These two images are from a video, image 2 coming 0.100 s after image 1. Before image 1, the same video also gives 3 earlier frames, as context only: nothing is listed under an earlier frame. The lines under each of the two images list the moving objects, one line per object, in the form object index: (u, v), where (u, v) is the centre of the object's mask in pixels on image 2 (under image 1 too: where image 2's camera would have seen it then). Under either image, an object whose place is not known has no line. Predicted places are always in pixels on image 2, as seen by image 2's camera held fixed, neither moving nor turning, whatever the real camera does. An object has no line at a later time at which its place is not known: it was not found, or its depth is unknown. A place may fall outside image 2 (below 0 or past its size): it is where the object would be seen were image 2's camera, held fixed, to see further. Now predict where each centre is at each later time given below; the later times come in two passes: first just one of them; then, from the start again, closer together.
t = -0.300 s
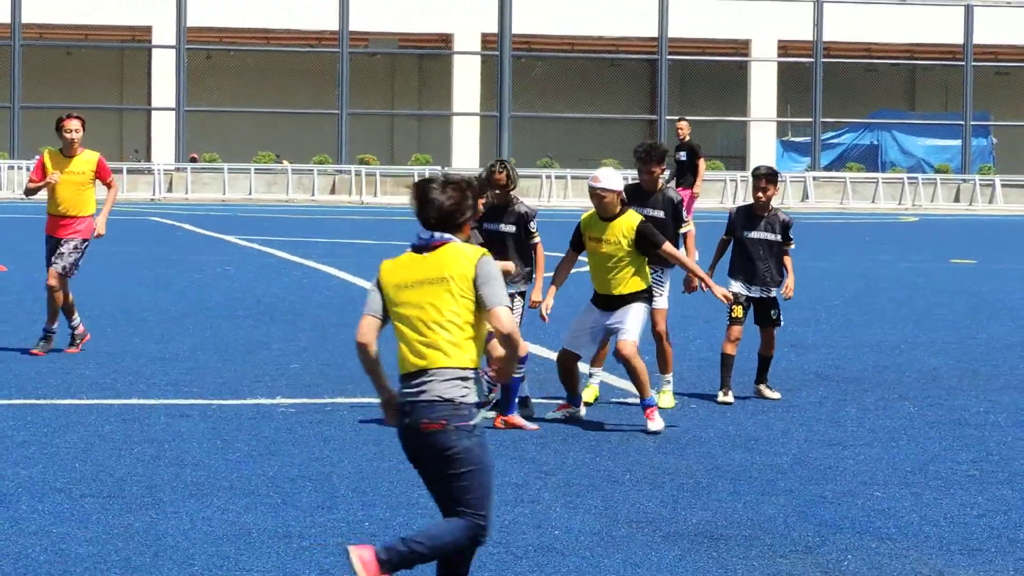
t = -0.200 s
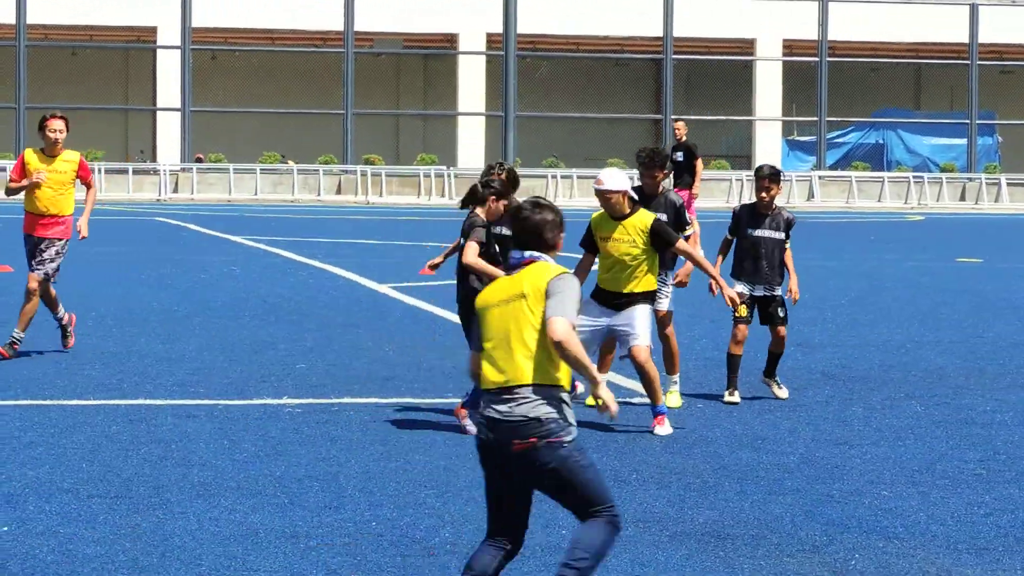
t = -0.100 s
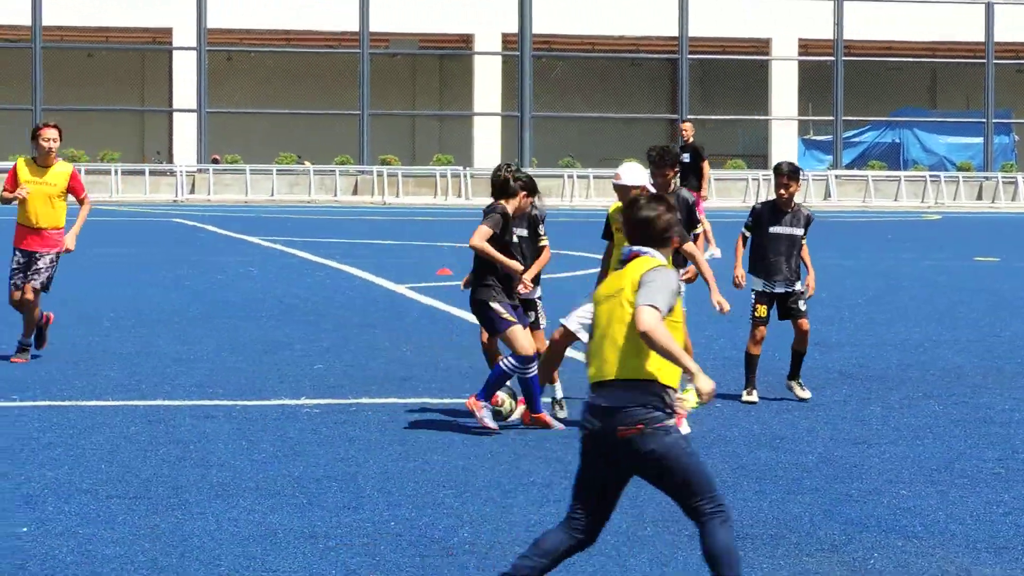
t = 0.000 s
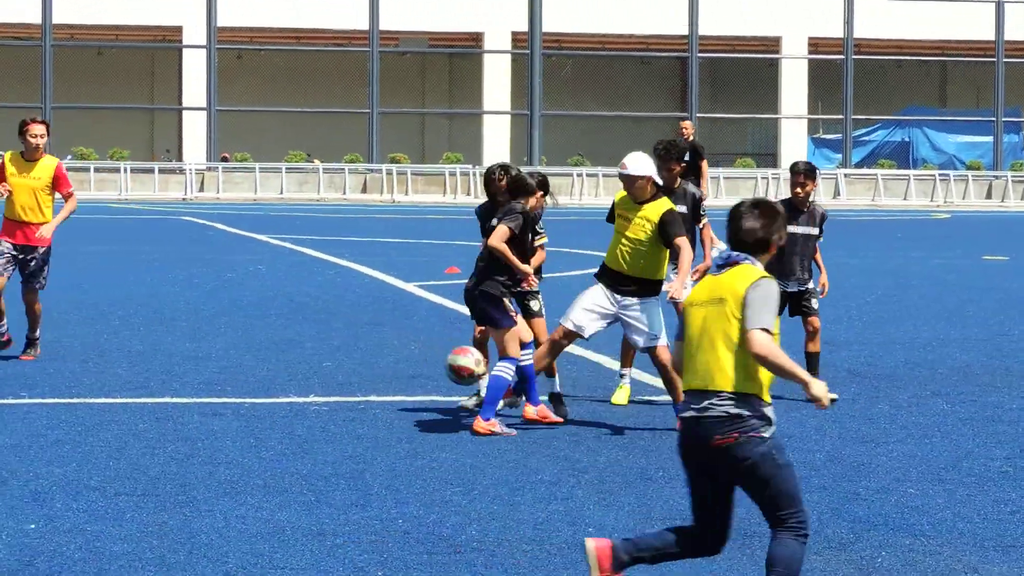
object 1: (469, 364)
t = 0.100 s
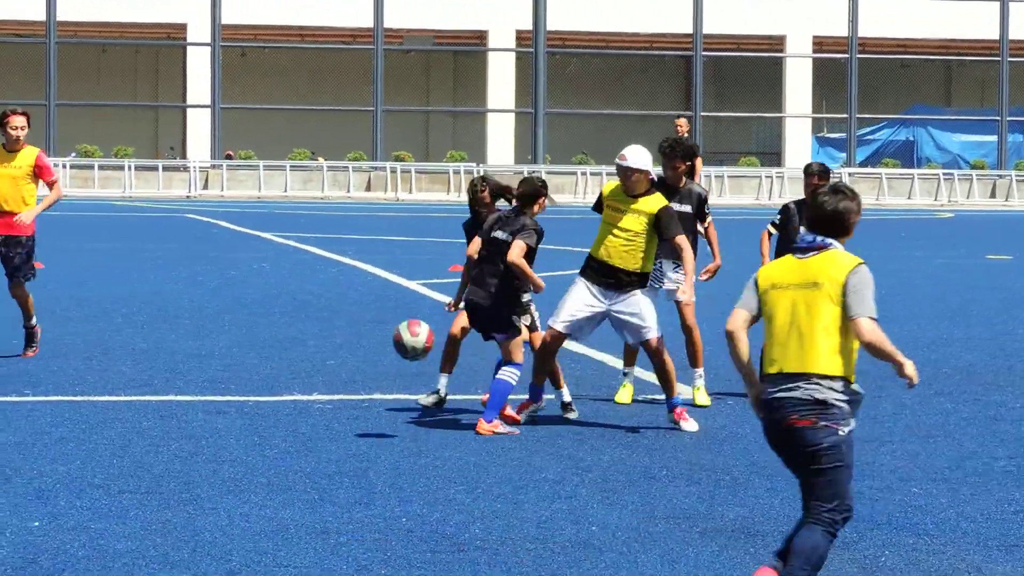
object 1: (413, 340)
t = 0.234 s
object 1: (336, 334)
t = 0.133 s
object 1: (395, 335)
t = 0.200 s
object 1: (357, 333)
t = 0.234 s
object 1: (336, 334)
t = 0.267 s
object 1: (316, 338)
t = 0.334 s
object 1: (273, 351)
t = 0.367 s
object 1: (252, 361)
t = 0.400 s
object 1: (230, 374)
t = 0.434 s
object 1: (207, 389)
